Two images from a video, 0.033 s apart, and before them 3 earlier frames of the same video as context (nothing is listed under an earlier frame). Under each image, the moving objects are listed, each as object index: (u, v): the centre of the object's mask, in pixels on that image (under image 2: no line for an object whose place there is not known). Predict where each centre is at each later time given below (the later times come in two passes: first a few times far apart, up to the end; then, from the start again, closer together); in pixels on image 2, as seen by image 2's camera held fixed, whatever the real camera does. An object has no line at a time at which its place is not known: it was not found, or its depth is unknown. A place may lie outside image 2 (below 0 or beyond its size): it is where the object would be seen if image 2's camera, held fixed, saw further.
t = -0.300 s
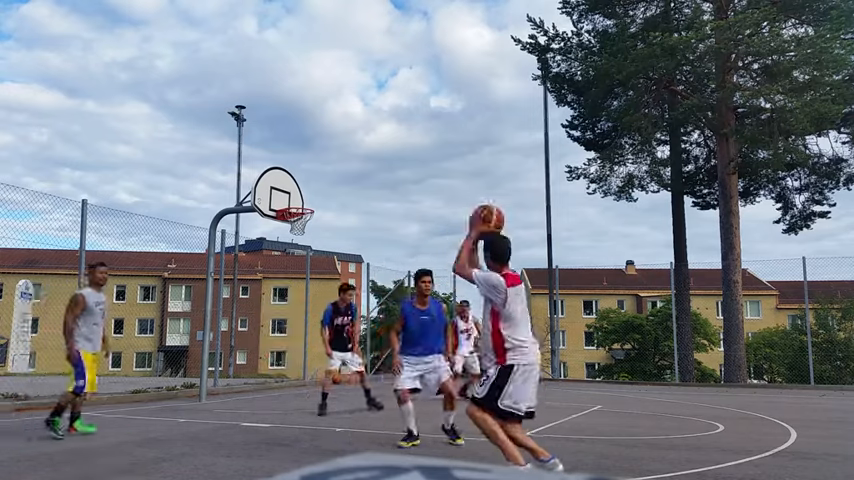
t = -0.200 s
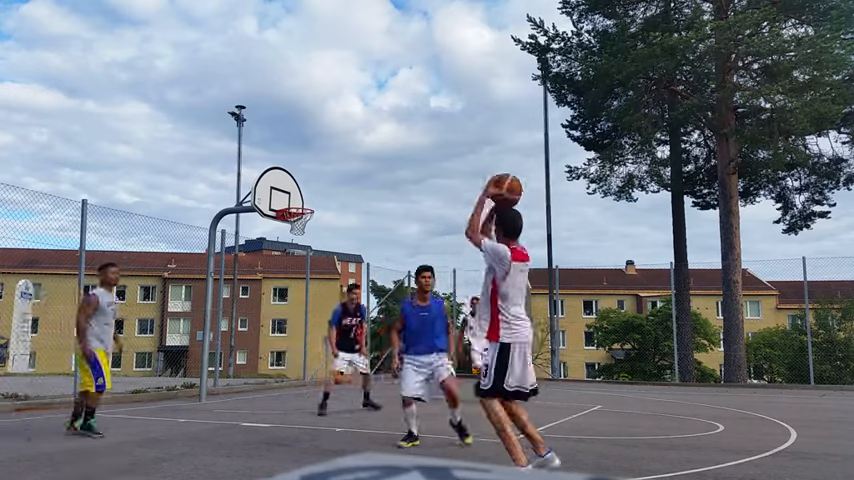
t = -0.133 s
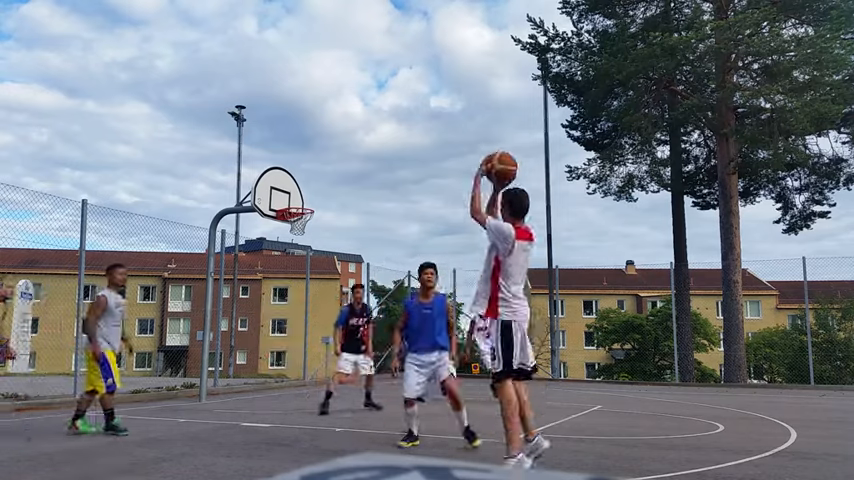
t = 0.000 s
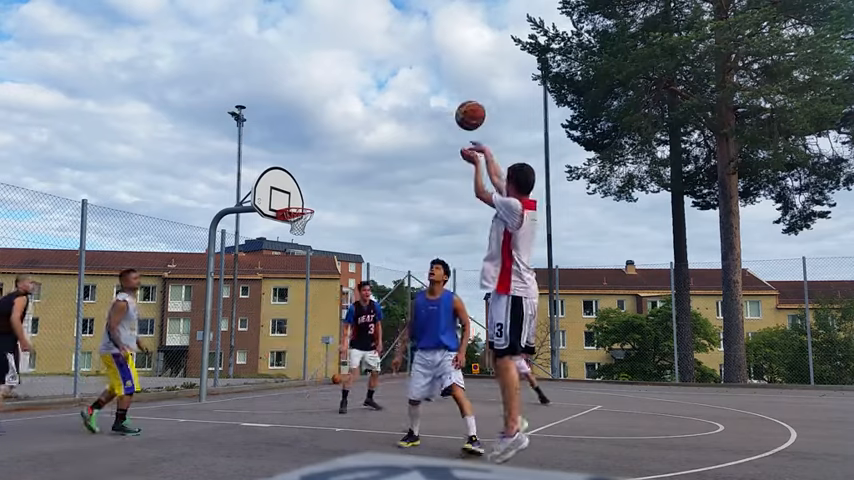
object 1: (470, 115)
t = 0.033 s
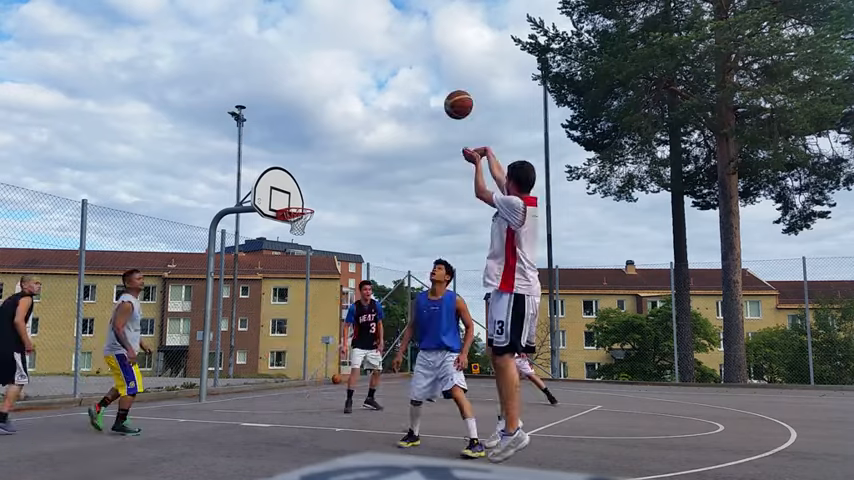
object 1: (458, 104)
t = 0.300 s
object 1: (387, 73)
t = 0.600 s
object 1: (337, 109)
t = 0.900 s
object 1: (302, 187)
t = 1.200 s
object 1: (281, 135)
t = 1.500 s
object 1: (259, 94)
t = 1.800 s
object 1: (230, 114)
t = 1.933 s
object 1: (213, 150)
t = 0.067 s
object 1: (447, 96)
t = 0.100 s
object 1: (437, 88)
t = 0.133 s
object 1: (427, 83)
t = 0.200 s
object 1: (410, 76)
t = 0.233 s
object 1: (402, 74)
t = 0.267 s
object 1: (394, 73)
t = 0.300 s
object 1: (387, 73)
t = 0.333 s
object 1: (380, 75)
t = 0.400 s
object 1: (368, 79)
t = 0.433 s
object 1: (362, 82)
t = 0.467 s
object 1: (356, 86)
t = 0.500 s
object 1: (351, 91)
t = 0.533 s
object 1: (346, 96)
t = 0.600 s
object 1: (337, 109)
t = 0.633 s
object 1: (332, 116)
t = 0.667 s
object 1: (328, 124)
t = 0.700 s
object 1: (324, 131)
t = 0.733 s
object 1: (319, 140)
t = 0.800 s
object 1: (312, 157)
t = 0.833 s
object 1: (308, 167)
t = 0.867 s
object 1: (305, 177)
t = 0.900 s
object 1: (302, 187)
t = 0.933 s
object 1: (298, 198)
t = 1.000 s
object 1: (294, 188)
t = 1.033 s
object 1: (292, 178)
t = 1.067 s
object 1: (290, 168)
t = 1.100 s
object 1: (288, 159)
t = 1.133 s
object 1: (286, 151)
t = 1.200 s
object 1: (281, 135)
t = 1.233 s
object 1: (279, 128)
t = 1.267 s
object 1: (277, 121)
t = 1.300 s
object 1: (274, 115)
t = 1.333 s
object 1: (272, 110)
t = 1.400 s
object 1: (267, 102)
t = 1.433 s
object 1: (264, 98)
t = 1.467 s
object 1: (262, 96)
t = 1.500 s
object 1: (259, 94)
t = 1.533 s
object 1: (256, 92)
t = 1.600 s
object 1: (250, 92)
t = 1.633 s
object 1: (247, 94)
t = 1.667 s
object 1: (244, 96)
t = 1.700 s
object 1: (241, 99)
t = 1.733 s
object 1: (238, 103)
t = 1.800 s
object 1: (230, 114)
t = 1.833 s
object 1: (226, 121)
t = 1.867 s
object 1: (222, 129)
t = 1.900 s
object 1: (218, 139)
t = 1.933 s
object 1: (213, 150)
